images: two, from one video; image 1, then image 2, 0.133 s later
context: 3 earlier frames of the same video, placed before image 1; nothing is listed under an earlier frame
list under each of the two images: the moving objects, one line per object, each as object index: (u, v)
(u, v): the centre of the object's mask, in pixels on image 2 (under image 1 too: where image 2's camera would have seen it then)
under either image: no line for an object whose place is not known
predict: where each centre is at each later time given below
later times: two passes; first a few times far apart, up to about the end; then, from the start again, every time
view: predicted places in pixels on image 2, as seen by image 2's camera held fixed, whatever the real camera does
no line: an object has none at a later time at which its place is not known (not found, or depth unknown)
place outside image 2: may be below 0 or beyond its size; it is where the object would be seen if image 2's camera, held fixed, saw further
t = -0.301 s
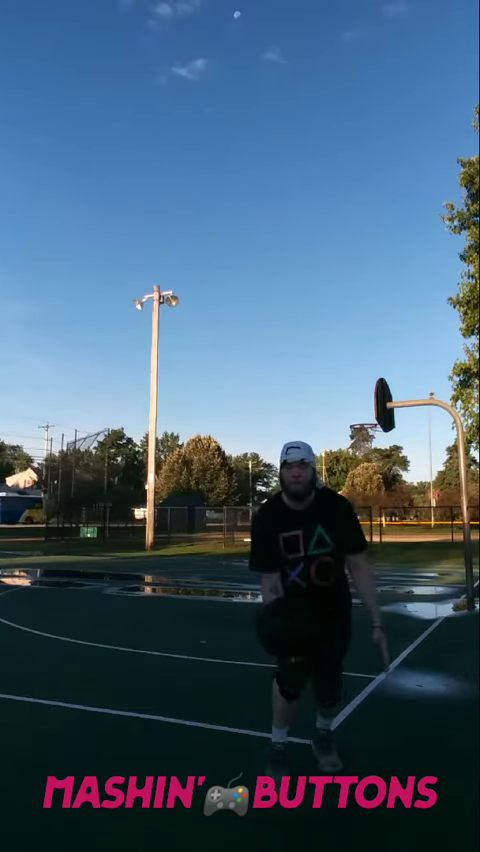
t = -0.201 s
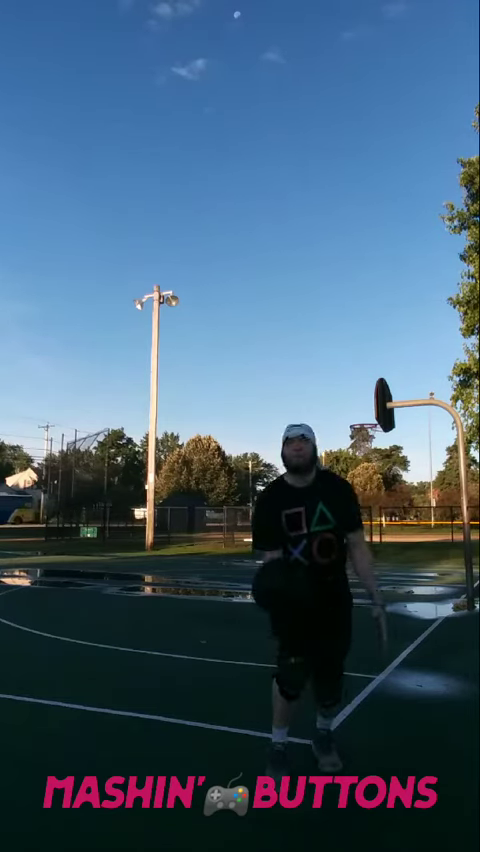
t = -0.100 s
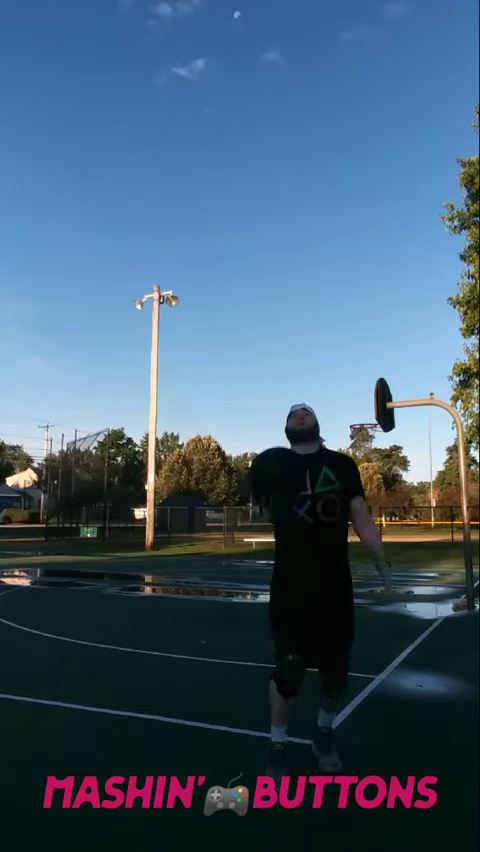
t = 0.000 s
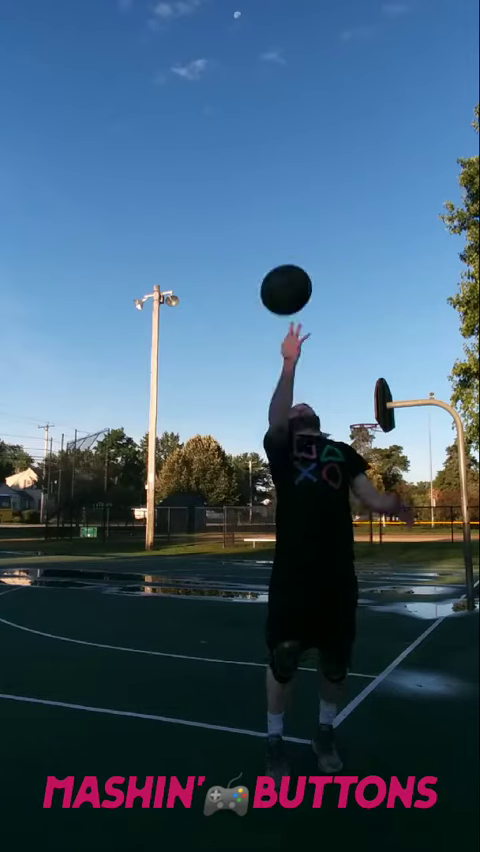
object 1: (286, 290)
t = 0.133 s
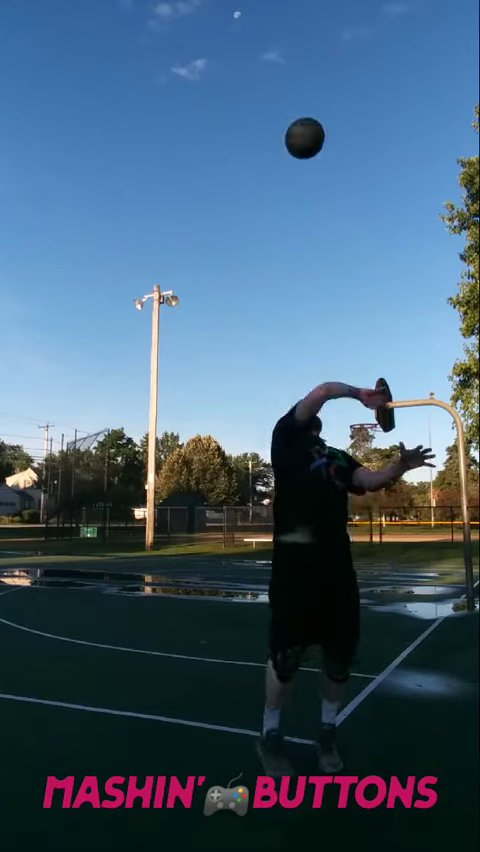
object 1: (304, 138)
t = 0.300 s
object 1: (318, 47)
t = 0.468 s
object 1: (326, 11)
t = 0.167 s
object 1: (308, 113)
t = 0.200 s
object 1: (311, 92)
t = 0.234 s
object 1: (314, 74)
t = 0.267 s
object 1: (316, 60)
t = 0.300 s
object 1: (318, 47)
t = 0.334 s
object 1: (320, 36)
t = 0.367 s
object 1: (322, 27)
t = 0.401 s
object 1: (323, 19)
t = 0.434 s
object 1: (325, 14)
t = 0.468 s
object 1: (326, 11)
